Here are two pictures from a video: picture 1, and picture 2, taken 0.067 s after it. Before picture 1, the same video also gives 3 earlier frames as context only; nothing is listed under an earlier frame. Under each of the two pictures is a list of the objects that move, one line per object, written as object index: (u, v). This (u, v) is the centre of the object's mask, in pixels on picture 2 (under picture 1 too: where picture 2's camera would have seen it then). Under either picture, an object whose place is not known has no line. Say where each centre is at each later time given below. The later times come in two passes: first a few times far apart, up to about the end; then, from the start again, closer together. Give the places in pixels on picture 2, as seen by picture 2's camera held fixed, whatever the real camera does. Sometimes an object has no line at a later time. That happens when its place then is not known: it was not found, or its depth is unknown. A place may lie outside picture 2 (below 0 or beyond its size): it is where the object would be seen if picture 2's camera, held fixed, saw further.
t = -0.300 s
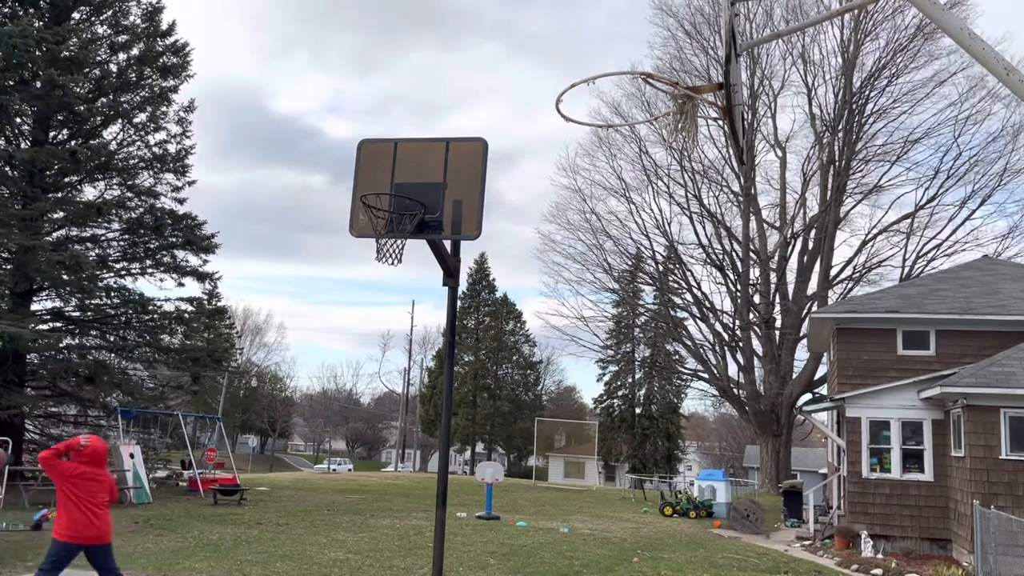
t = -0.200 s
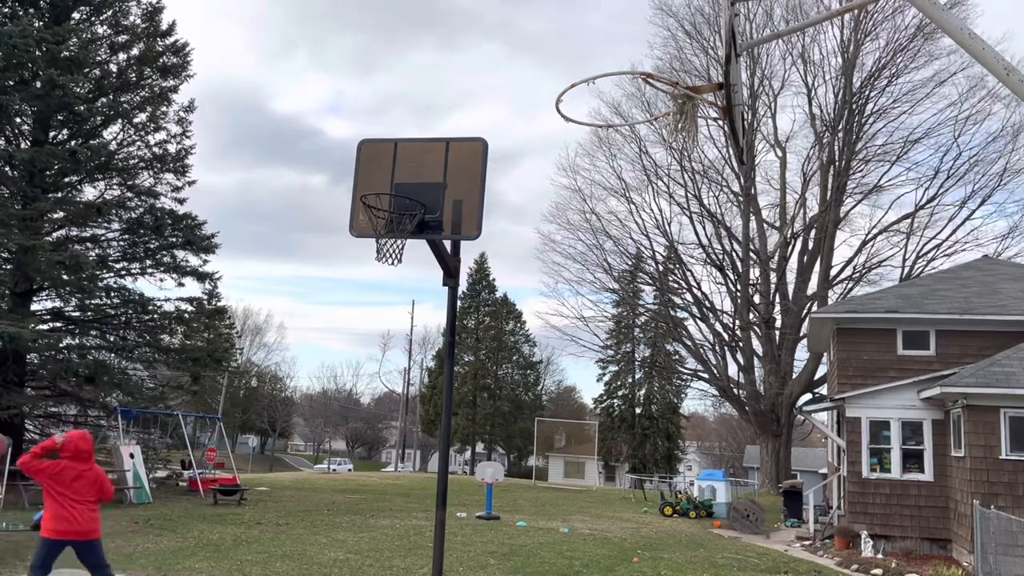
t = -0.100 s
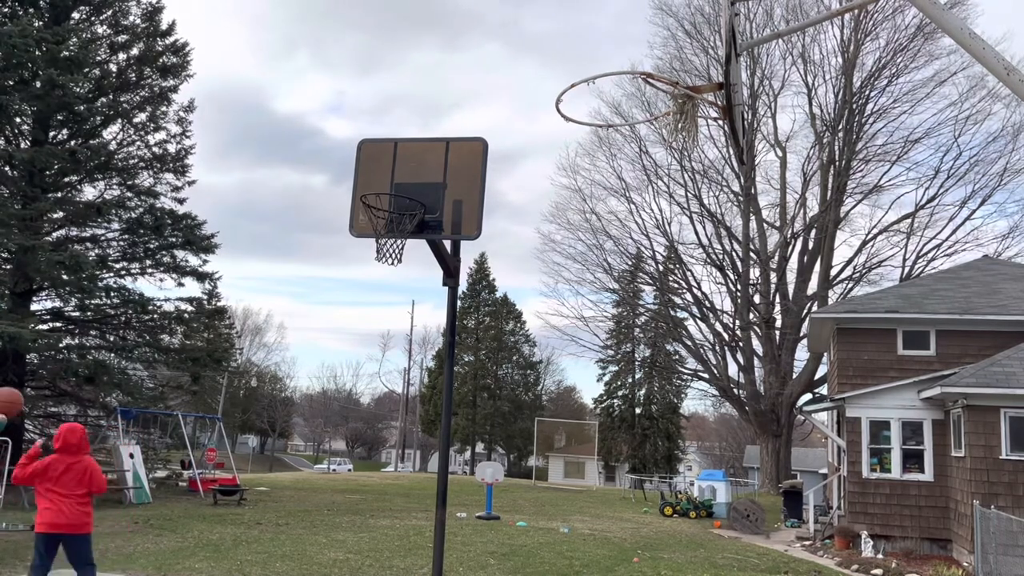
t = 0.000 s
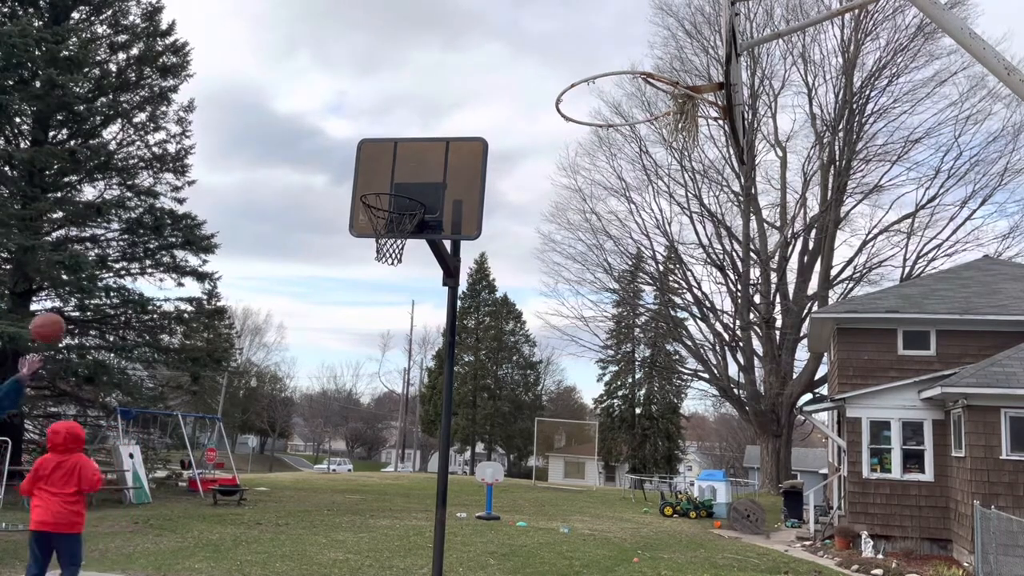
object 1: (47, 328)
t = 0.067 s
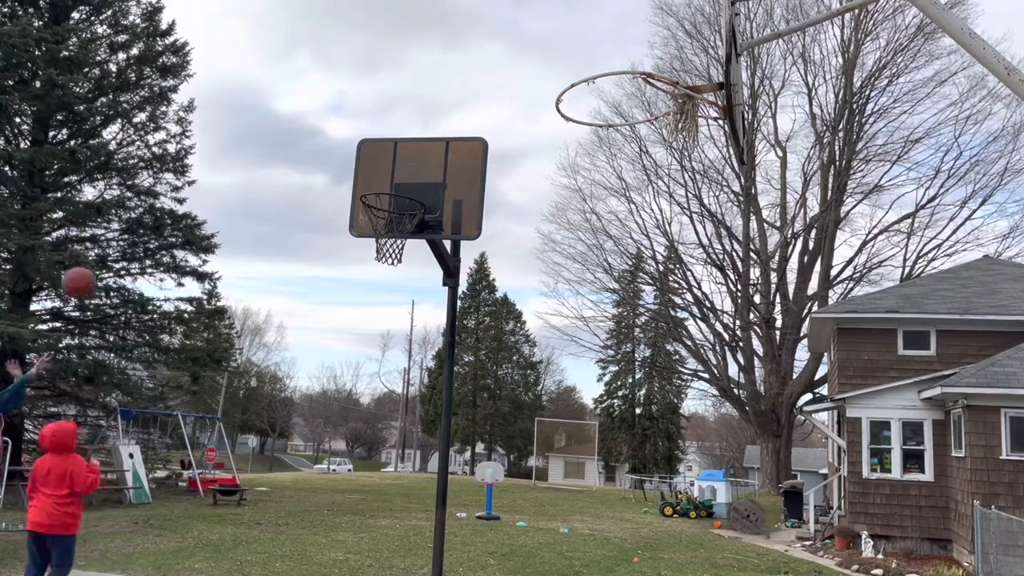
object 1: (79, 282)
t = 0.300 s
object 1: (179, 171)
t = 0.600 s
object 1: (293, 130)
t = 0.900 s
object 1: (399, 197)
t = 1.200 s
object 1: (462, 185)
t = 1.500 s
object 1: (531, 304)
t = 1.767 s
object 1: (606, 563)
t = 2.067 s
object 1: (714, 487)
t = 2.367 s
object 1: (833, 330)
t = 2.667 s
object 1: (975, 342)
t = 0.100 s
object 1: (93, 261)
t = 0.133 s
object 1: (109, 243)
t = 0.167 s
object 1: (124, 225)
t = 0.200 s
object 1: (137, 209)
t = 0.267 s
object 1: (166, 183)
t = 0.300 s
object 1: (179, 171)
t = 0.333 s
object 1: (191, 162)
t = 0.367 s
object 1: (205, 153)
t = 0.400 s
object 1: (218, 145)
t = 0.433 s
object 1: (231, 140)
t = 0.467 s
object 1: (243, 135)
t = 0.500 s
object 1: (256, 132)
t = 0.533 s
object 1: (268, 130)
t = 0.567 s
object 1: (281, 130)
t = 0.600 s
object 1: (293, 130)
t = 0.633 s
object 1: (305, 133)
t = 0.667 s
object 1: (317, 136)
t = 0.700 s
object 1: (329, 141)
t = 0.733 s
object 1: (341, 147)
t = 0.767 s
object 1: (353, 155)
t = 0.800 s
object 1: (364, 165)
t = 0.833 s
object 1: (376, 175)
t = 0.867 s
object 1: (388, 185)
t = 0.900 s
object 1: (399, 197)
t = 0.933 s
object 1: (407, 190)
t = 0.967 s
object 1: (412, 184)
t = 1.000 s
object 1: (420, 180)
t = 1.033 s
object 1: (426, 177)
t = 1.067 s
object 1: (434, 177)
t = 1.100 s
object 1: (441, 177)
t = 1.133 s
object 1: (449, 178)
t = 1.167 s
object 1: (455, 181)
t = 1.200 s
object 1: (462, 185)
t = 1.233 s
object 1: (470, 191)
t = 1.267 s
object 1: (477, 199)
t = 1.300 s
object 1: (485, 209)
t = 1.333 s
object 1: (493, 220)
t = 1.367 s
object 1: (499, 233)
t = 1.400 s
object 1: (507, 248)
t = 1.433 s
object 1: (515, 265)
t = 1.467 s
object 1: (523, 283)
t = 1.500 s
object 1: (531, 304)
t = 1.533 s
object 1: (540, 328)
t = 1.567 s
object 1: (549, 354)
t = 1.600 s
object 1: (557, 382)
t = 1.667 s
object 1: (575, 447)
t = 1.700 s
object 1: (584, 486)
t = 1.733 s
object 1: (595, 525)
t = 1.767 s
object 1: (606, 563)
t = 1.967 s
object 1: (675, 565)
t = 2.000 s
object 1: (689, 543)
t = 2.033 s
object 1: (701, 514)
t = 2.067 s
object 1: (714, 487)
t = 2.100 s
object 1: (727, 461)
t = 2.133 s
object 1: (740, 439)
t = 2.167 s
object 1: (753, 417)
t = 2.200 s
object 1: (765, 398)
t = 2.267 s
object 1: (792, 365)
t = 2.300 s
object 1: (806, 352)
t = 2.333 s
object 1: (820, 340)
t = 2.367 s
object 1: (833, 330)
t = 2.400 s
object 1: (848, 323)
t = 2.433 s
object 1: (863, 318)
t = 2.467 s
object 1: (878, 314)
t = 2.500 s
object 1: (894, 313)
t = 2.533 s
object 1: (909, 314)
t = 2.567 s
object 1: (924, 318)
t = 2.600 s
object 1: (940, 323)
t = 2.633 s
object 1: (958, 331)
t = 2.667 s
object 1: (975, 342)
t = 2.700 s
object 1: (993, 356)
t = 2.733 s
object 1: (1005, 371)
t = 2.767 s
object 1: (1013, 390)
